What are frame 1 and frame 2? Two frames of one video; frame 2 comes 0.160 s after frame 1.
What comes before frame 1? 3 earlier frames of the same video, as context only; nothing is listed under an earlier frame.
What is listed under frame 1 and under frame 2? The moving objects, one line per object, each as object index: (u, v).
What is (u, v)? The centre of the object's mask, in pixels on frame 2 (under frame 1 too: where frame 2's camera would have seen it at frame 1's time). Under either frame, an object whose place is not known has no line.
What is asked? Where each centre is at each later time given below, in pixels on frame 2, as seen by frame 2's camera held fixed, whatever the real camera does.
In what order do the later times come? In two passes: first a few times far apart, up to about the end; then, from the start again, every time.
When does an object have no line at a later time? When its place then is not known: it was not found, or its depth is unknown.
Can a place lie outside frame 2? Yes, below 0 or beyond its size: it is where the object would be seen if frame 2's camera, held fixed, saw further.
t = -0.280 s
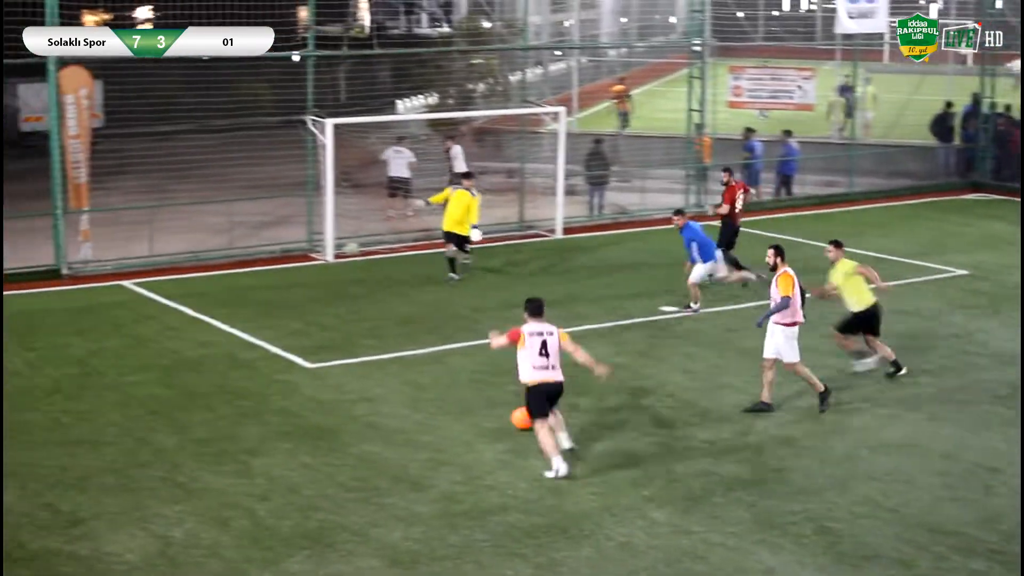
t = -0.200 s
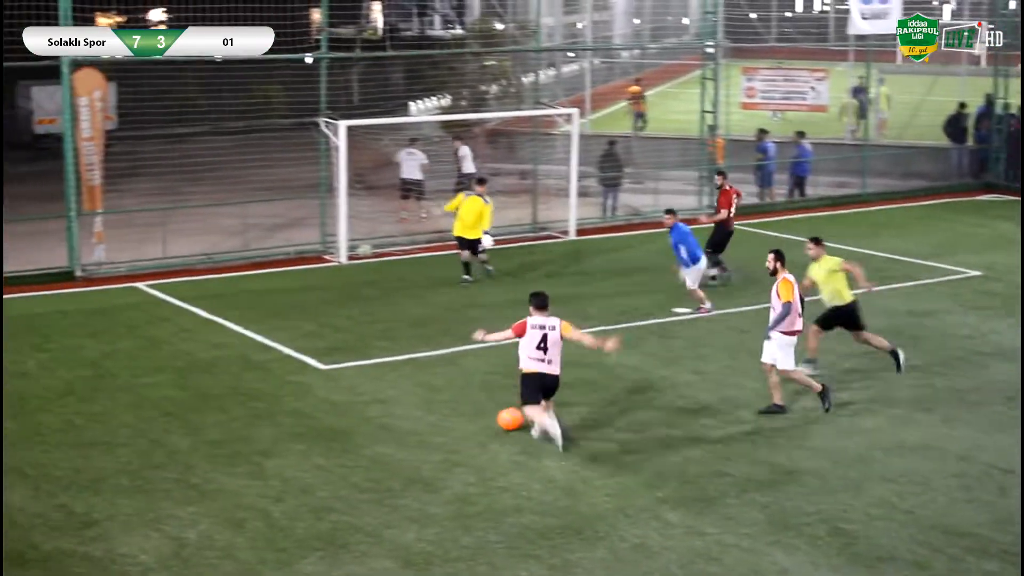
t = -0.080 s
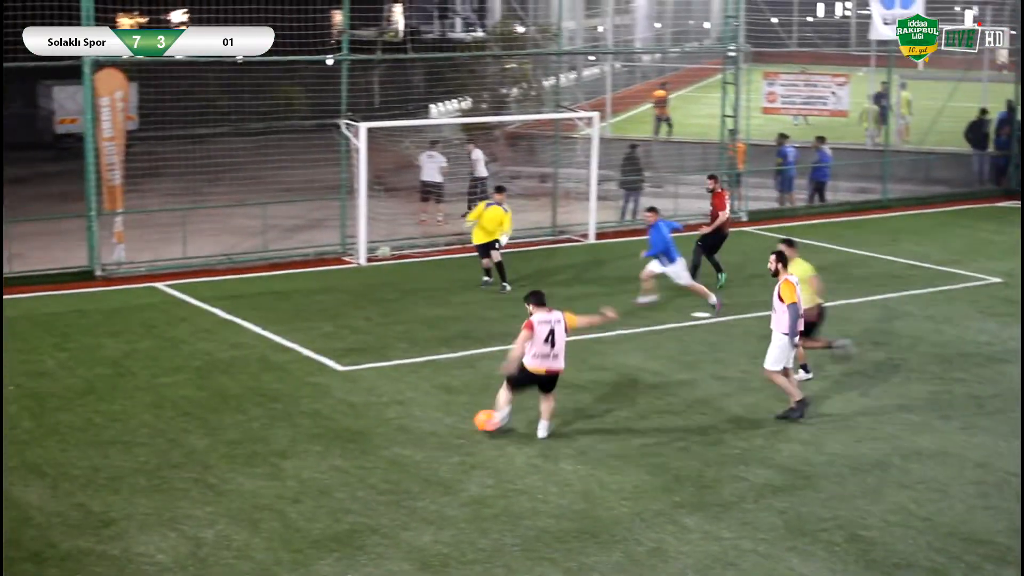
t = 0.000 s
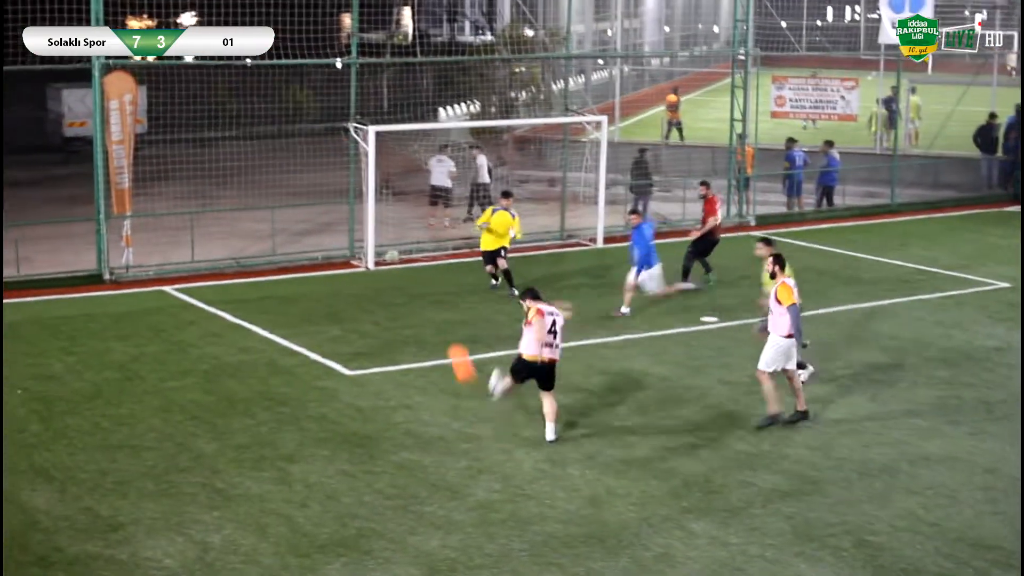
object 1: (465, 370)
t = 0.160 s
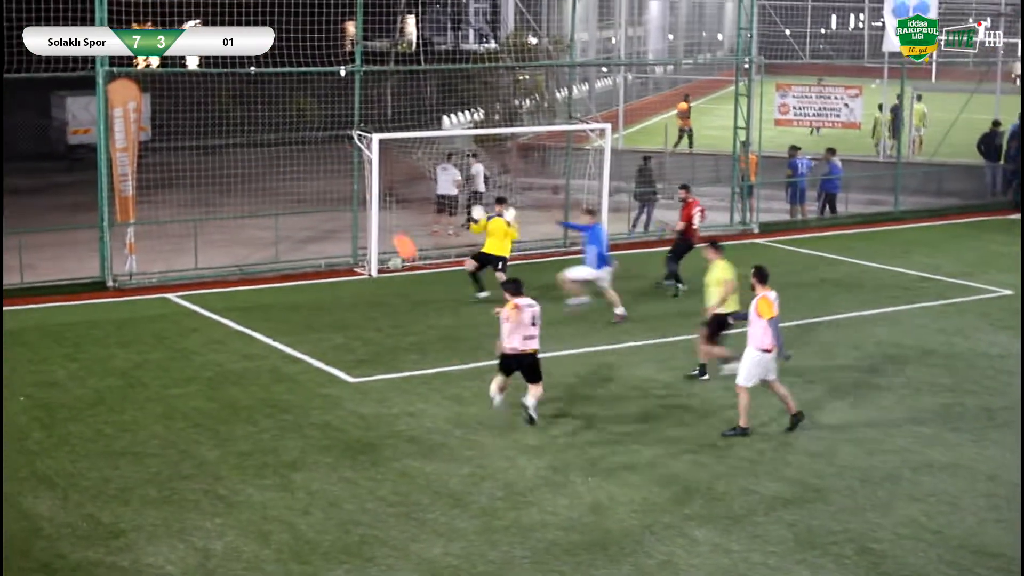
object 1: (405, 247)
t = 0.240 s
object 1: (381, 206)
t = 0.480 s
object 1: (362, 158)
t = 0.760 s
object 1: (345, 209)
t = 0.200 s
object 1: (392, 224)
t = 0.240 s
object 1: (381, 206)
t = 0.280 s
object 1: (365, 186)
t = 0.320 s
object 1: (355, 171)
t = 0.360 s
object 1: (343, 157)
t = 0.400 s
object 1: (341, 151)
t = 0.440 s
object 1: (352, 153)
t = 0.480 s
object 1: (362, 158)
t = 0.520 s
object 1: (367, 166)
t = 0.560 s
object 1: (366, 171)
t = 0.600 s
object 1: (361, 177)
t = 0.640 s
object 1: (356, 184)
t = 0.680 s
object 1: (352, 191)
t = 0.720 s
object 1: (348, 200)
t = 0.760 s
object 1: (345, 209)
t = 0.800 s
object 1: (342, 218)
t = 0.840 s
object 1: (342, 228)
